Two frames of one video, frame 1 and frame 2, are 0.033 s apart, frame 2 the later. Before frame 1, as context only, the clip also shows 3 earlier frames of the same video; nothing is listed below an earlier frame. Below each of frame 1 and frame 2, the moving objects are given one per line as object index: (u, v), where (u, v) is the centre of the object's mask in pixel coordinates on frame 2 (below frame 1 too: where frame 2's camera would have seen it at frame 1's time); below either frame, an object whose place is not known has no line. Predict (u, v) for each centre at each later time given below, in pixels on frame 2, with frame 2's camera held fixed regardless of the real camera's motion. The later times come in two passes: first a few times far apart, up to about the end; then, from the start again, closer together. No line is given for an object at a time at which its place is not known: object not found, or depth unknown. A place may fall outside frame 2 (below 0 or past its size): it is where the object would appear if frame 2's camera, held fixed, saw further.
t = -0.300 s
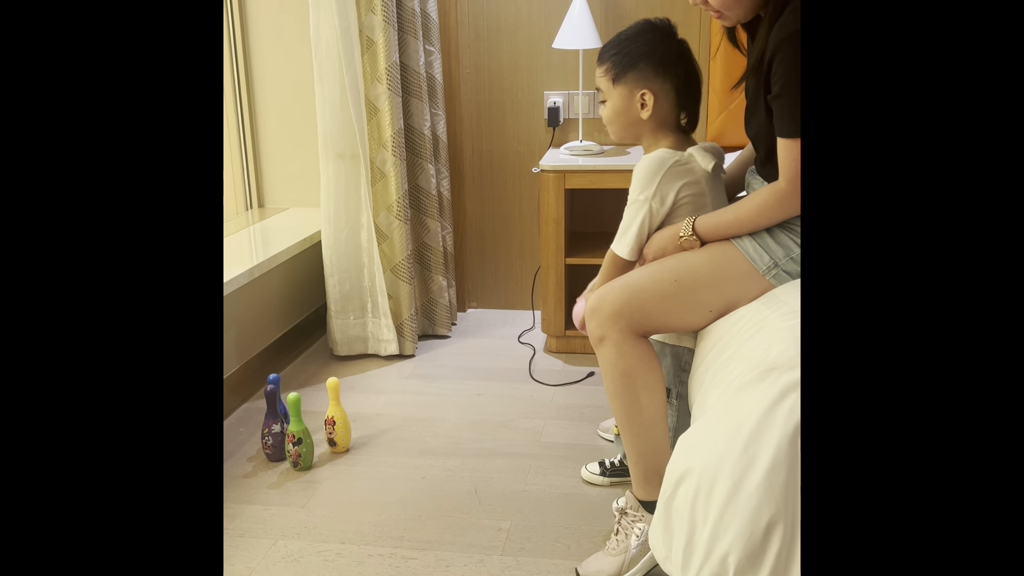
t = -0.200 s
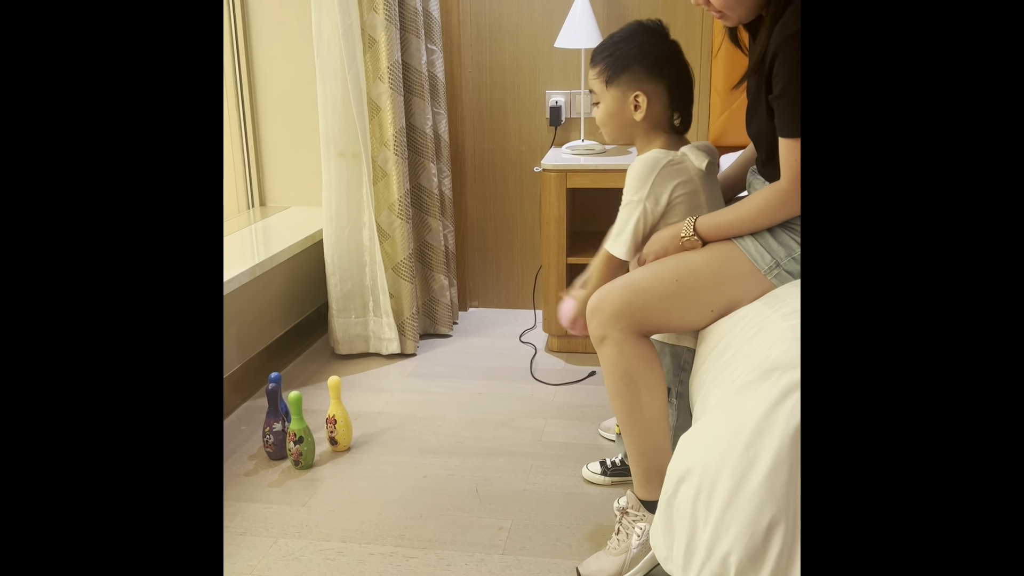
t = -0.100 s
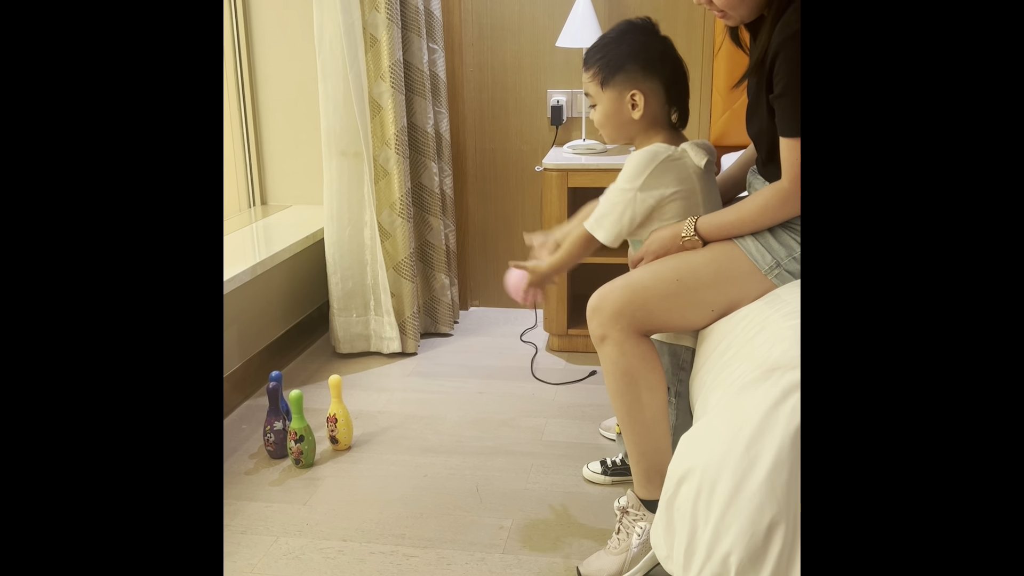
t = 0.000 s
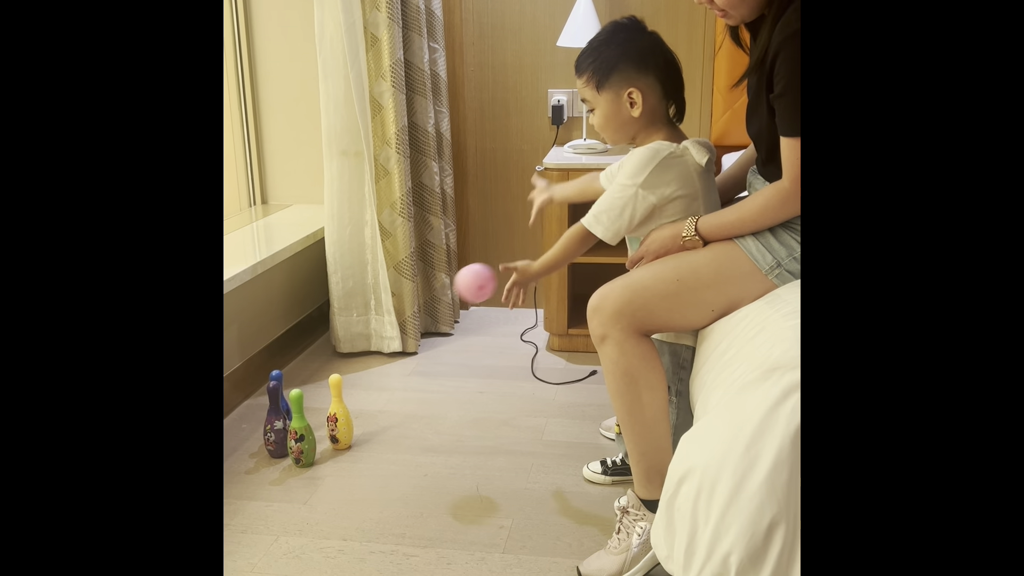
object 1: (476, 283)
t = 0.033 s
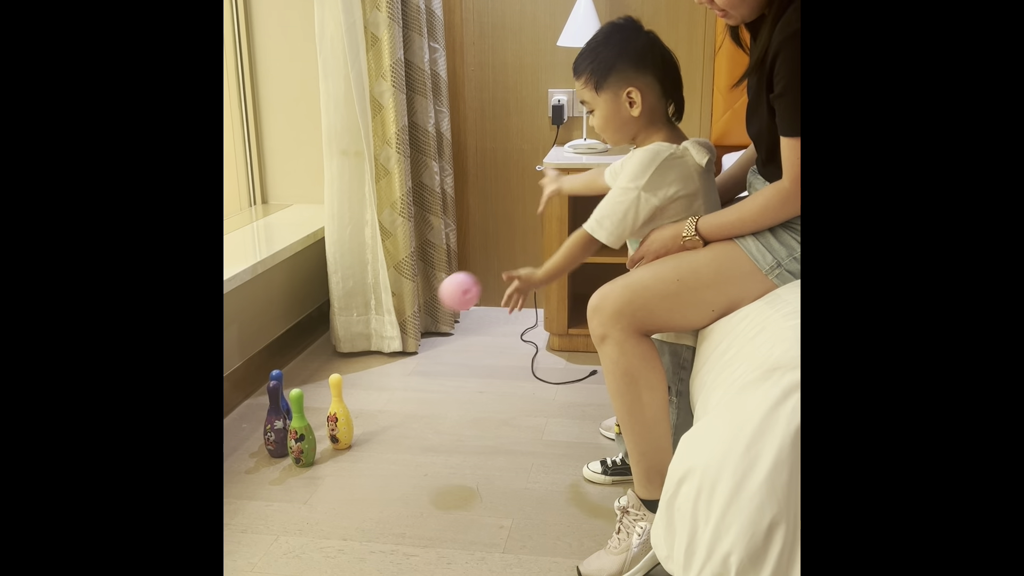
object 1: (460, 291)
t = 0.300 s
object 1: (359, 355)
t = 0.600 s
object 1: (287, 332)
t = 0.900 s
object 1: (298, 329)
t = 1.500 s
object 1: (390, 347)
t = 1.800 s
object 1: (393, 352)
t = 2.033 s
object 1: (398, 341)
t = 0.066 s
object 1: (444, 305)
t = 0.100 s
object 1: (430, 321)
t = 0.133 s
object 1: (417, 341)
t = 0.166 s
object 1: (404, 365)
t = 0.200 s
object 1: (392, 392)
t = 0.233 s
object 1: (380, 406)
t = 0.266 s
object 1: (369, 377)
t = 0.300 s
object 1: (359, 355)
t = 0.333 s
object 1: (350, 338)
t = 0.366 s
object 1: (341, 323)
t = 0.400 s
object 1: (332, 312)
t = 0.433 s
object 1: (323, 306)
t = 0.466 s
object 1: (315, 304)
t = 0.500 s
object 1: (308, 305)
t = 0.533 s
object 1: (300, 310)
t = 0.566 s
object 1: (294, 319)
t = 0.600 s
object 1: (287, 332)
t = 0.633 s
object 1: (282, 348)
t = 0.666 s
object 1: (277, 365)
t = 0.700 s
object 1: (268, 380)
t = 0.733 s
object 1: (262, 361)
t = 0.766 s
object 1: (262, 347)
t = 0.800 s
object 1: (271, 336)
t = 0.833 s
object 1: (282, 329)
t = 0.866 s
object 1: (288, 327)
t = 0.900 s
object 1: (298, 329)
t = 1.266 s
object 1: (373, 347)
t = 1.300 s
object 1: (378, 354)
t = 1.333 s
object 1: (384, 366)
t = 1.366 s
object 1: (385, 362)
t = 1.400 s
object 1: (387, 353)
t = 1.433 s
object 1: (388, 348)
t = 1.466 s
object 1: (389, 346)
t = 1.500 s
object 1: (390, 347)
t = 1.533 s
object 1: (392, 352)
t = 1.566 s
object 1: (394, 360)
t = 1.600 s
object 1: (394, 357)
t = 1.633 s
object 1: (394, 350)
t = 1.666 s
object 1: (393, 345)
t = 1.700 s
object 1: (393, 345)
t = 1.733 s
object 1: (393, 347)
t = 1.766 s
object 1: (393, 353)
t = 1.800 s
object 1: (393, 352)
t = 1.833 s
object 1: (393, 345)
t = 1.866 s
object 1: (394, 343)
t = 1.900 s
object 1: (395, 343)
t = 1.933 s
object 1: (396, 346)
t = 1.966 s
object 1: (397, 352)
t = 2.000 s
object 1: (397, 345)
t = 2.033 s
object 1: (398, 341)
